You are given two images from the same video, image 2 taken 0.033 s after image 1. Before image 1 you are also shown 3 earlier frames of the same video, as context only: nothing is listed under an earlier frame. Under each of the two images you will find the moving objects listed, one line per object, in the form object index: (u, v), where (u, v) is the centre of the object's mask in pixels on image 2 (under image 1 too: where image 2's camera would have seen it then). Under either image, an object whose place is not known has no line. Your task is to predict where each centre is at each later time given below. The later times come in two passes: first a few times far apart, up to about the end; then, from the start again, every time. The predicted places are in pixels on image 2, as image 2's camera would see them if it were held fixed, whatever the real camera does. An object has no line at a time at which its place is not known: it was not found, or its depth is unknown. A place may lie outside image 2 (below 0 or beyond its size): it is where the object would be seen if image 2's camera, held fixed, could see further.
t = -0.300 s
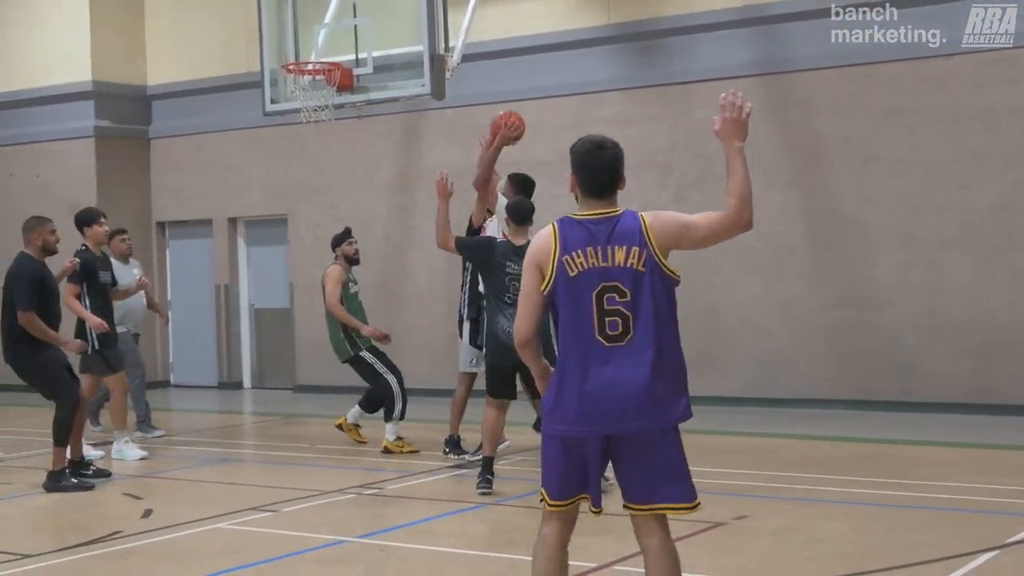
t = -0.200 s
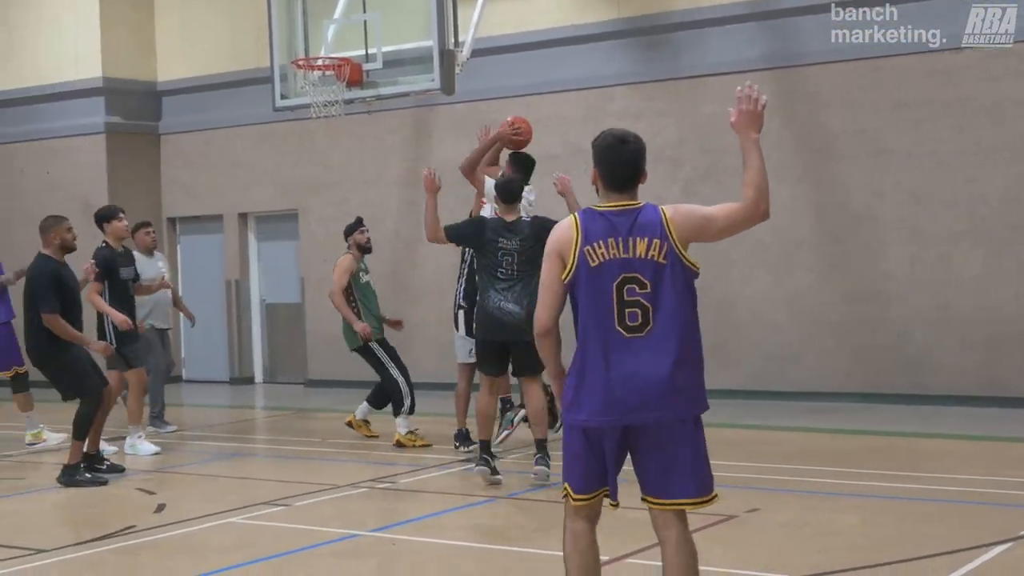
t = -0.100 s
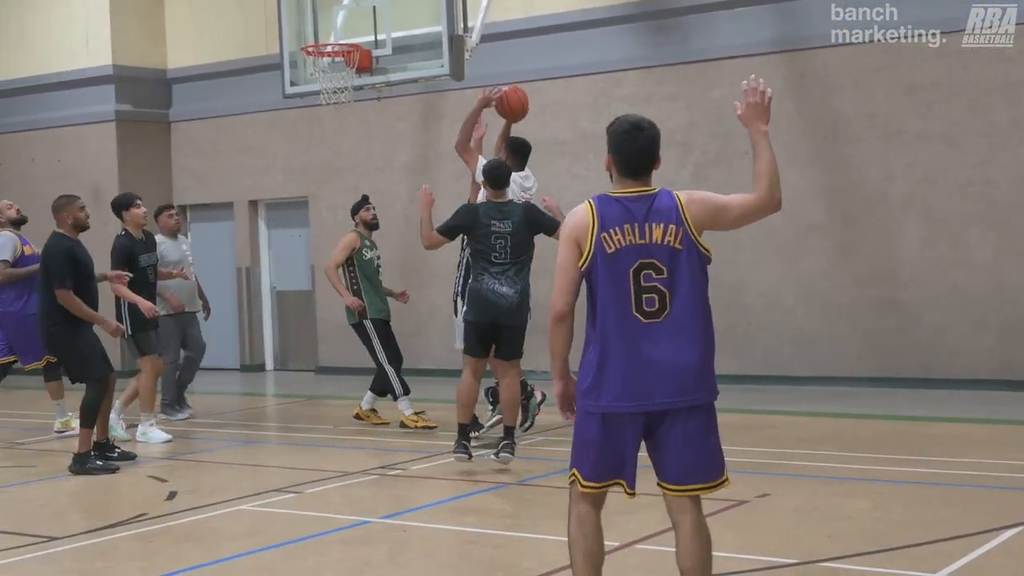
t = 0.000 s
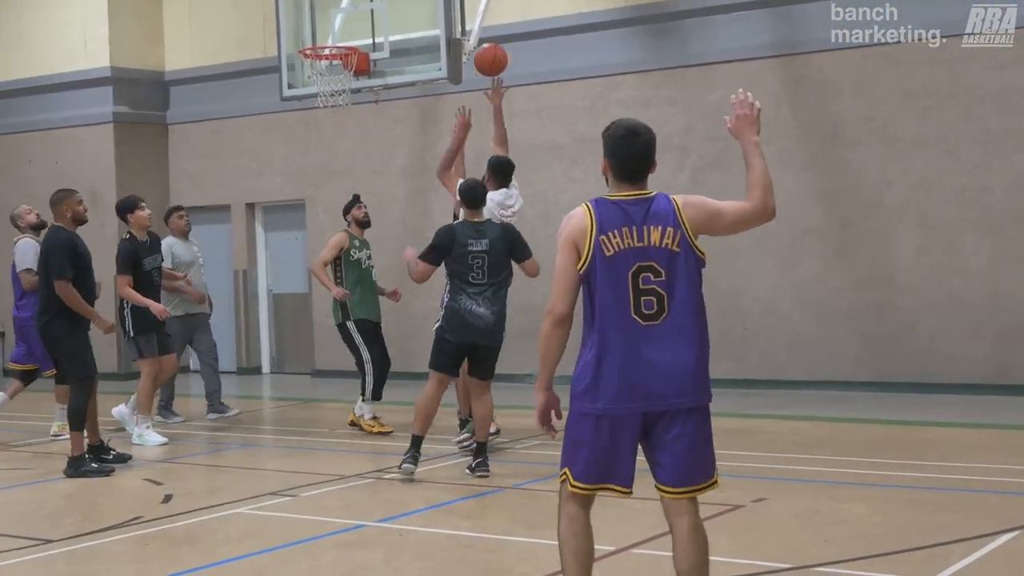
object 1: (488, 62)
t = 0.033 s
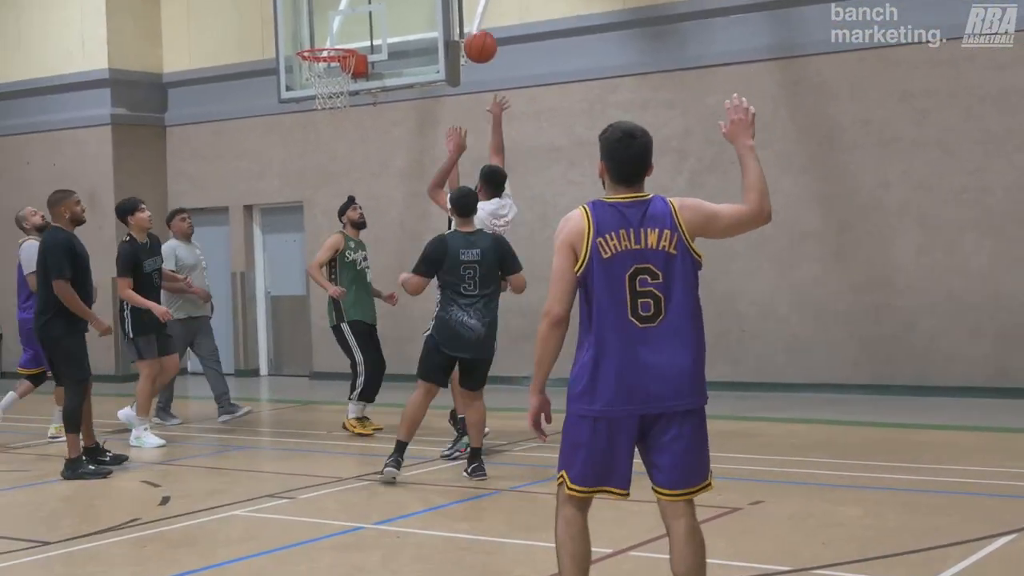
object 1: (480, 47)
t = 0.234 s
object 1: (434, -1)
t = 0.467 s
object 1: (385, -11)
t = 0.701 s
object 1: (318, 39)
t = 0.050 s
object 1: (476, 40)
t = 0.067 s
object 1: (472, 33)
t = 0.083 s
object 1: (468, 27)
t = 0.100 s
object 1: (464, 21)
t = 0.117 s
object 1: (460, 16)
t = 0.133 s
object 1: (456, 11)
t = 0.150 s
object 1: (452, 7)
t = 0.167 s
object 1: (448, 5)
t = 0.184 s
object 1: (445, 3)
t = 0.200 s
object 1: (441, 1)
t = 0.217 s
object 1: (437, 0)
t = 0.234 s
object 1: (434, -1)
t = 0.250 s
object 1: (430, -2)
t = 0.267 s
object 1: (427, -4)
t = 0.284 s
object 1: (424, -7)
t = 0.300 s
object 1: (421, -10)
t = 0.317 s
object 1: (417, -14)
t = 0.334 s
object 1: (414, -17)
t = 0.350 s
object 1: (411, -19)
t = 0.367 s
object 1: (407, -18)
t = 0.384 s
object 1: (404, -18)
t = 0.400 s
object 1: (400, -17)
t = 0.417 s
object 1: (397, -15)
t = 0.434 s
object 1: (394, -14)
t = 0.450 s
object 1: (390, -12)
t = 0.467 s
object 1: (385, -11)
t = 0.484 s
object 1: (380, -9)
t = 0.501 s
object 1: (375, -7)
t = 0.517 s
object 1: (370, -4)
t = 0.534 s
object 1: (365, -2)
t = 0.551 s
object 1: (361, 1)
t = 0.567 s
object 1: (356, 4)
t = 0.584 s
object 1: (351, 7)
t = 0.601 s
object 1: (346, 12)
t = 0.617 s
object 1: (342, 16)
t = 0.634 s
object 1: (337, 21)
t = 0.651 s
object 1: (332, 25)
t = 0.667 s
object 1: (327, 31)
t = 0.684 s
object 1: (323, 36)
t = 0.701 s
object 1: (318, 39)
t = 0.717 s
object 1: (313, 42)
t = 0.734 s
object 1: (312, 53)
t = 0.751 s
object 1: (316, 56)
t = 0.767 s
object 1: (322, 61)
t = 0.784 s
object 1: (327, 63)
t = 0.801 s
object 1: (331, 68)
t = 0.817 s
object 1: (336, 72)
